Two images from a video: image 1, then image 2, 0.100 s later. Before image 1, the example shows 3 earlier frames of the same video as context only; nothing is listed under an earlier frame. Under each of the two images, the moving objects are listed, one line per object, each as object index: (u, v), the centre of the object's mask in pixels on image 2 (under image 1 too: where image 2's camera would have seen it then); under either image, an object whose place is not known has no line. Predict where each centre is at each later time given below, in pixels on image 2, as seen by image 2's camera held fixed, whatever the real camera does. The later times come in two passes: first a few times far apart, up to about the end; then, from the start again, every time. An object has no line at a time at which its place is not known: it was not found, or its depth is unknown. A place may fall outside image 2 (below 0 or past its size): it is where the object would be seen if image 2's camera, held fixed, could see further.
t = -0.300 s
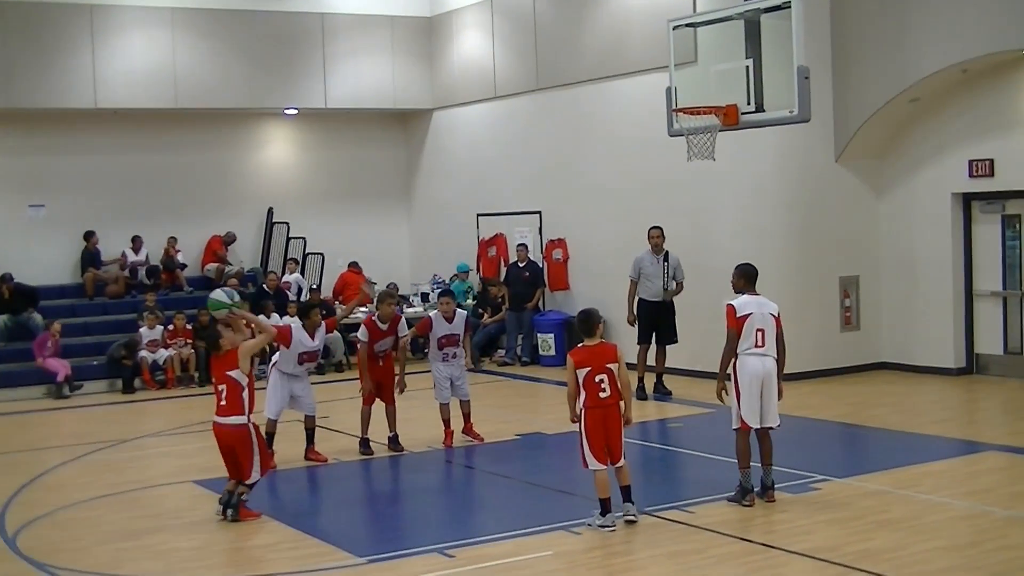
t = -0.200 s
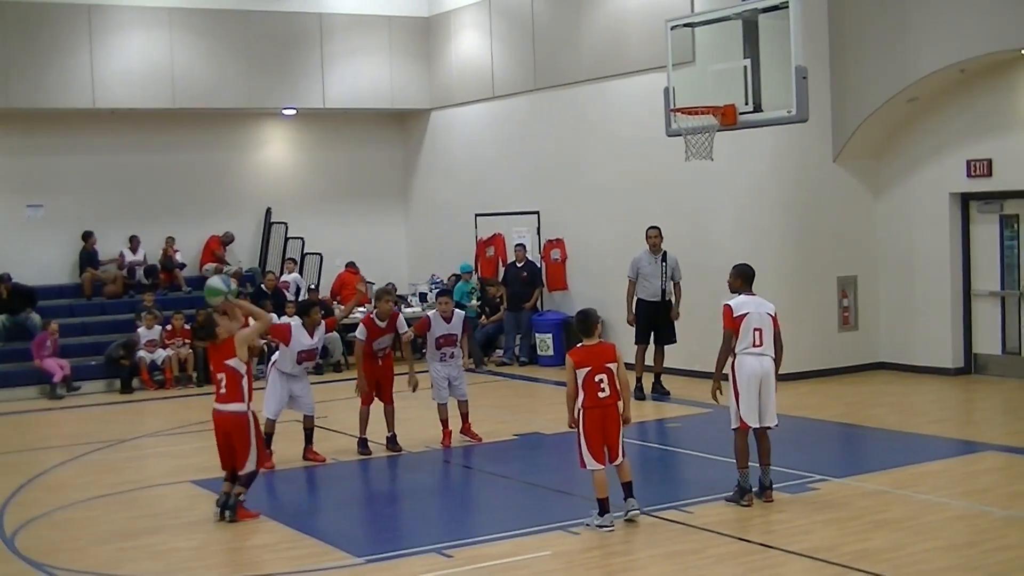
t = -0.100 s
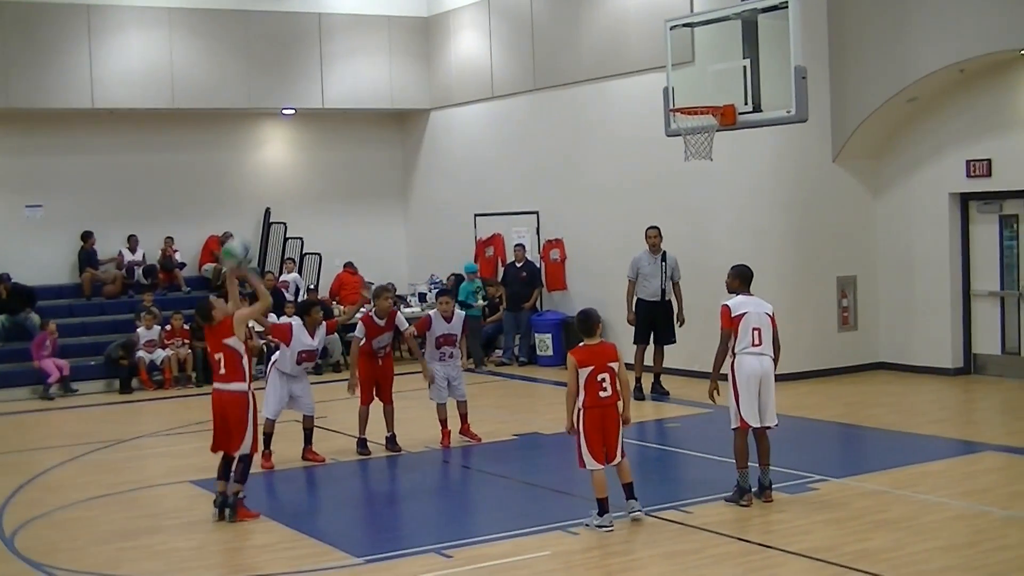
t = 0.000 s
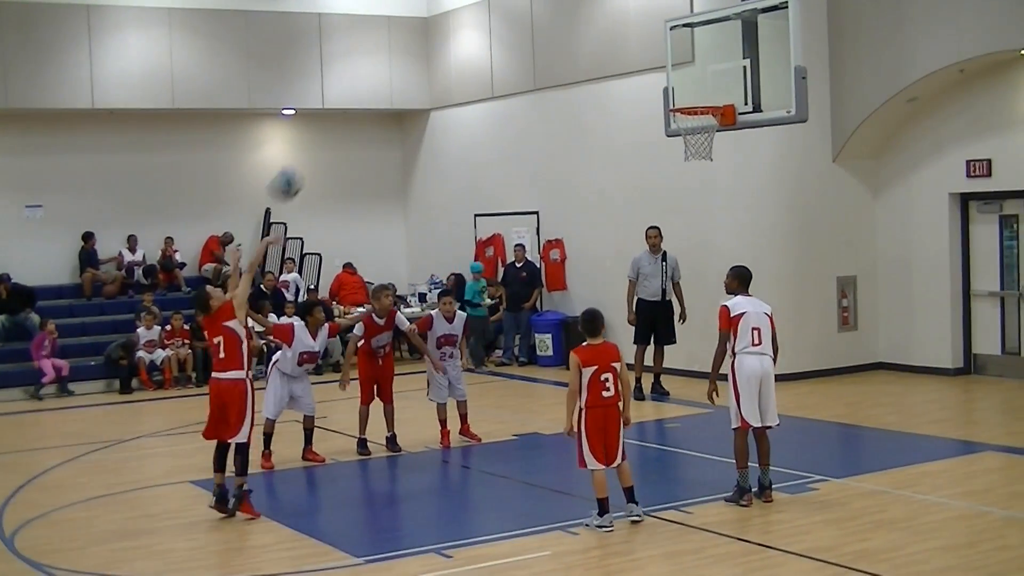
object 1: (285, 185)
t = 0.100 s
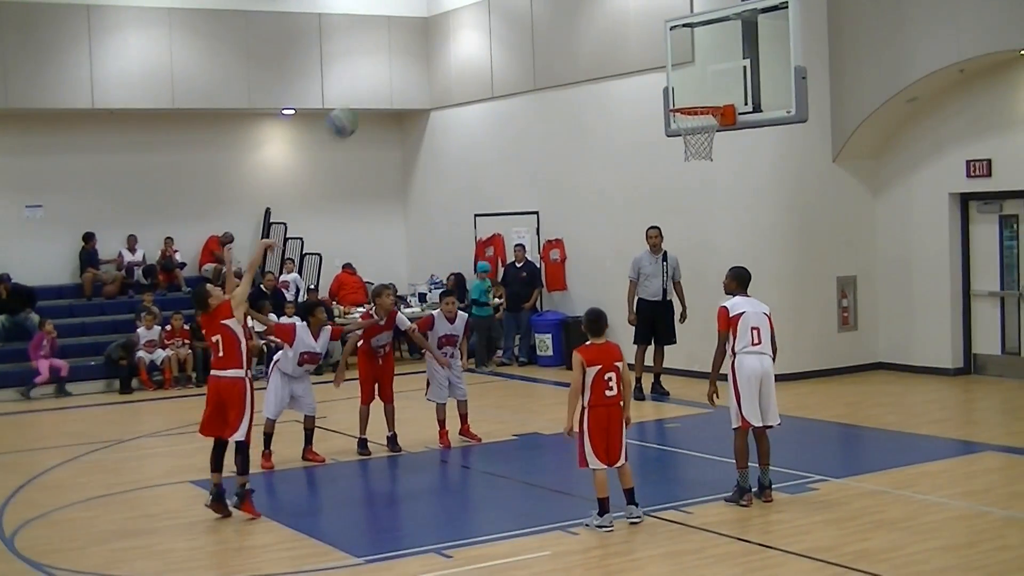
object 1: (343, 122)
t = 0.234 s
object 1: (414, 67)
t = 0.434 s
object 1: (517, 22)
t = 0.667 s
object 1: (629, 33)
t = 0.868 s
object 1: (716, 90)
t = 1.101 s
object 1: (704, 50)
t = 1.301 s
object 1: (672, 55)
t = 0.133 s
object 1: (360, 106)
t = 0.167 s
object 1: (379, 90)
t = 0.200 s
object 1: (396, 77)
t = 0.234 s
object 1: (414, 67)
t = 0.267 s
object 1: (433, 53)
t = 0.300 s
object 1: (449, 44)
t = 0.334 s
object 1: (466, 37)
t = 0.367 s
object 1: (484, 30)
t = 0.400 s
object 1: (500, 25)
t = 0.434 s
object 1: (517, 22)
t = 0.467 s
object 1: (533, 20)
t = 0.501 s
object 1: (549, 18)
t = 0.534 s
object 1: (565, 19)
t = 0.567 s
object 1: (581, 21)
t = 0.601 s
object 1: (598, 24)
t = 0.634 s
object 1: (613, 28)
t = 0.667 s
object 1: (629, 33)
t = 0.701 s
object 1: (644, 40)
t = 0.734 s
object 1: (659, 49)
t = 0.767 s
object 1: (673, 58)
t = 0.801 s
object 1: (688, 68)
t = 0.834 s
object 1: (702, 78)
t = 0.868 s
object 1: (716, 90)
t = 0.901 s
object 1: (726, 89)
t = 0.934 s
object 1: (729, 79)
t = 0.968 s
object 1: (724, 71)
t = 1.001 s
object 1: (719, 64)
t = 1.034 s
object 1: (714, 58)
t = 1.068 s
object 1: (709, 54)
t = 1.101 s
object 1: (704, 50)
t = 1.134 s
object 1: (699, 48)
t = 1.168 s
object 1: (693, 48)
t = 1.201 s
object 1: (688, 48)
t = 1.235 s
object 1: (683, 49)
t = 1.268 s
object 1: (678, 51)
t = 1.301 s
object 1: (672, 55)
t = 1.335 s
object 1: (668, 60)
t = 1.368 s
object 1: (663, 67)
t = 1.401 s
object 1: (657, 76)
